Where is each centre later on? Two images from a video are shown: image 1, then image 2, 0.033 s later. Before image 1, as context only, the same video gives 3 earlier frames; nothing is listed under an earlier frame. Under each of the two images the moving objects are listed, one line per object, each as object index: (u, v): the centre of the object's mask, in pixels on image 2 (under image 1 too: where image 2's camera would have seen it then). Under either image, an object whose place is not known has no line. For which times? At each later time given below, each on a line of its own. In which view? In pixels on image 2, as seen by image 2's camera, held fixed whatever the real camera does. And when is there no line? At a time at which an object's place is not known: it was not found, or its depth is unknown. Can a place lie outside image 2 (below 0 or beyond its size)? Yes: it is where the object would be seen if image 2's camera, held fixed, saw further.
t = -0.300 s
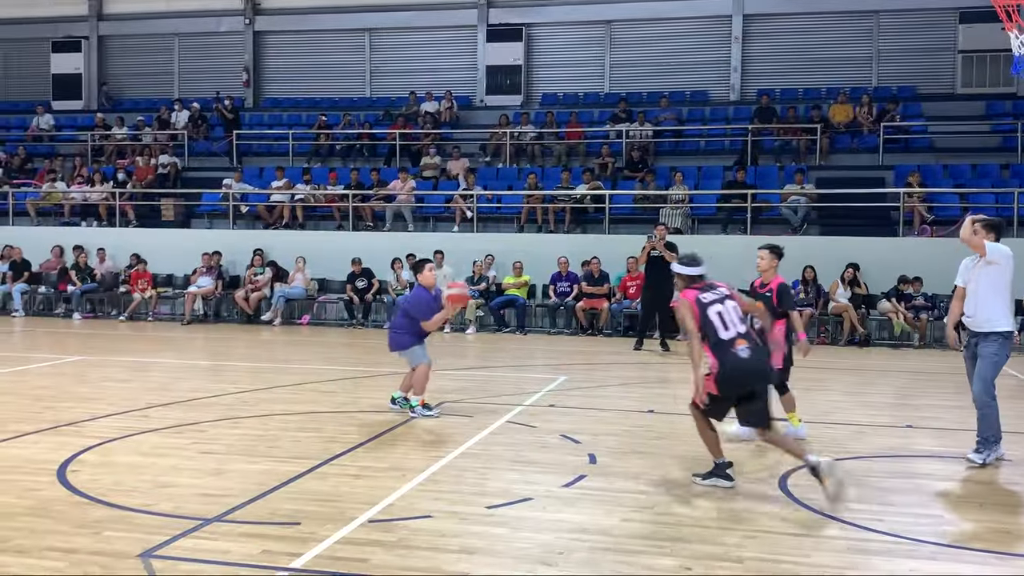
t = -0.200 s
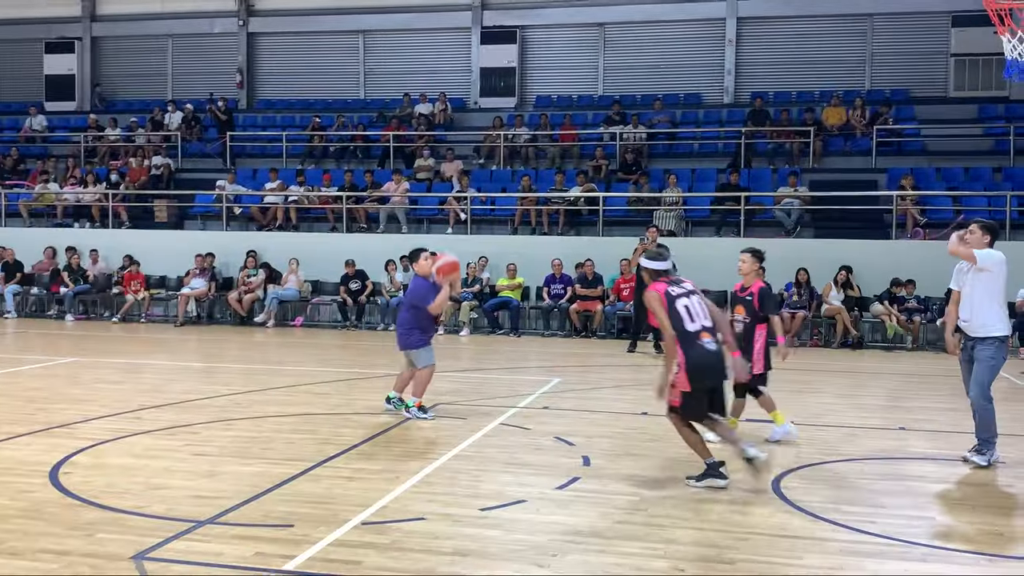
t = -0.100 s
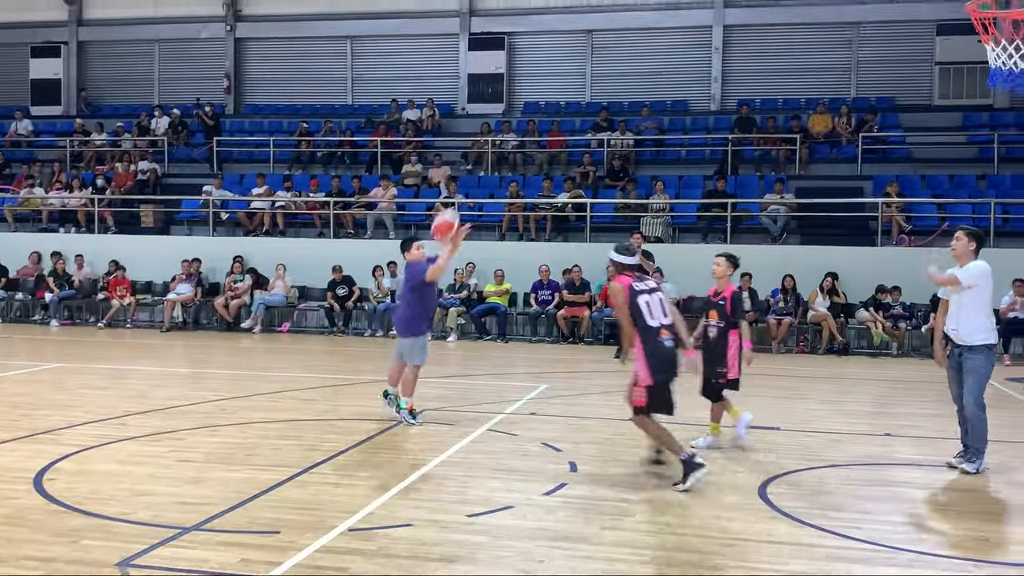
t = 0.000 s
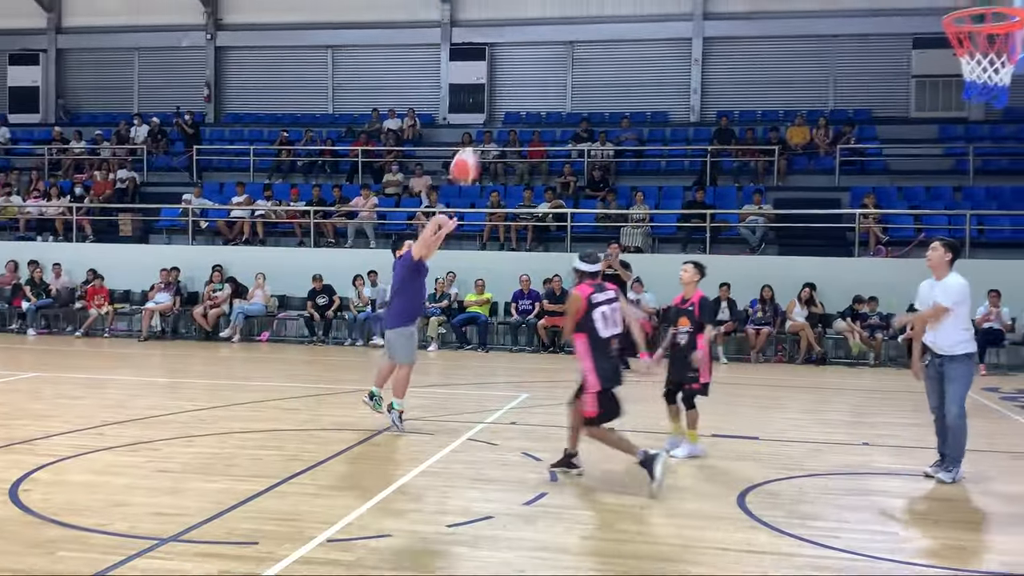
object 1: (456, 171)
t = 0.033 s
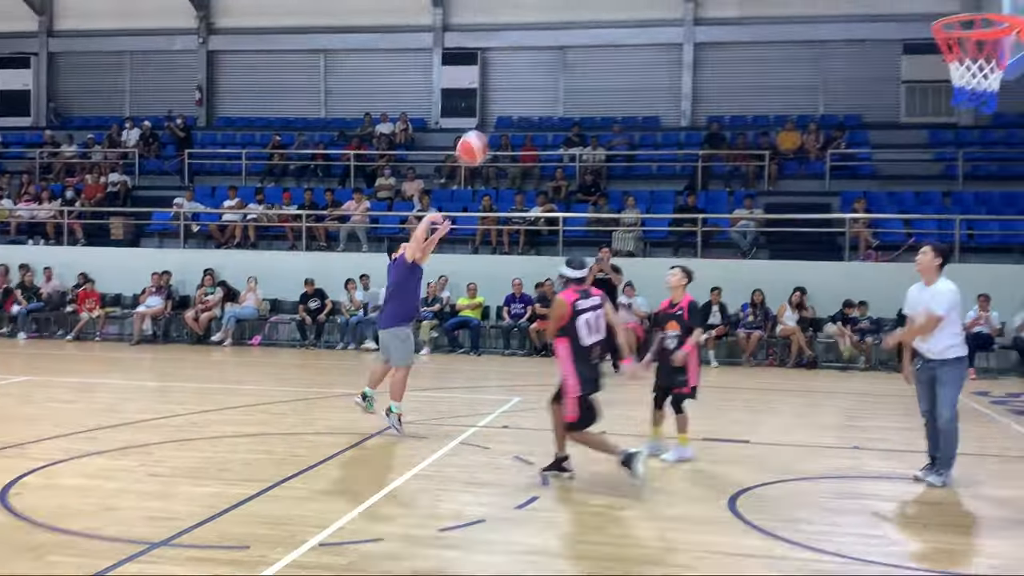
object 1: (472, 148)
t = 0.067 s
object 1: (487, 128)
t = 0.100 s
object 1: (503, 108)
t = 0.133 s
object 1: (518, 89)
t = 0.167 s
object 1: (534, 71)
